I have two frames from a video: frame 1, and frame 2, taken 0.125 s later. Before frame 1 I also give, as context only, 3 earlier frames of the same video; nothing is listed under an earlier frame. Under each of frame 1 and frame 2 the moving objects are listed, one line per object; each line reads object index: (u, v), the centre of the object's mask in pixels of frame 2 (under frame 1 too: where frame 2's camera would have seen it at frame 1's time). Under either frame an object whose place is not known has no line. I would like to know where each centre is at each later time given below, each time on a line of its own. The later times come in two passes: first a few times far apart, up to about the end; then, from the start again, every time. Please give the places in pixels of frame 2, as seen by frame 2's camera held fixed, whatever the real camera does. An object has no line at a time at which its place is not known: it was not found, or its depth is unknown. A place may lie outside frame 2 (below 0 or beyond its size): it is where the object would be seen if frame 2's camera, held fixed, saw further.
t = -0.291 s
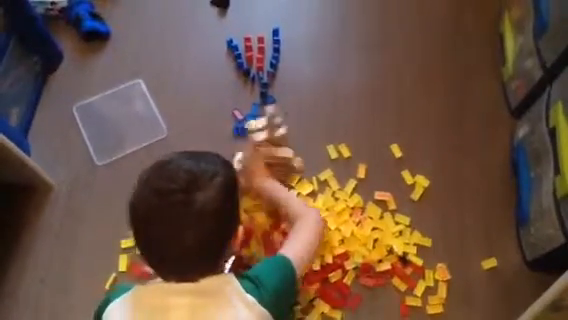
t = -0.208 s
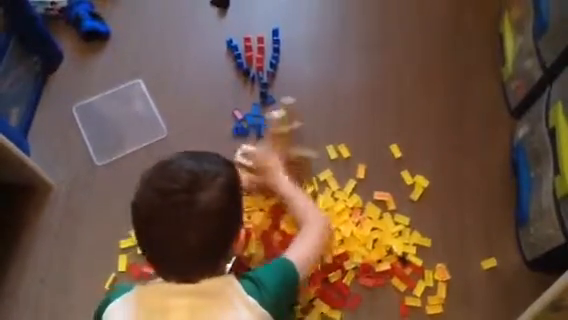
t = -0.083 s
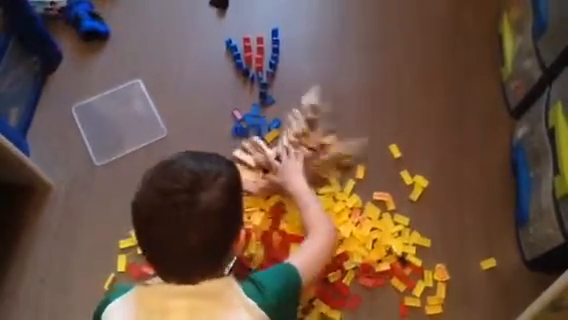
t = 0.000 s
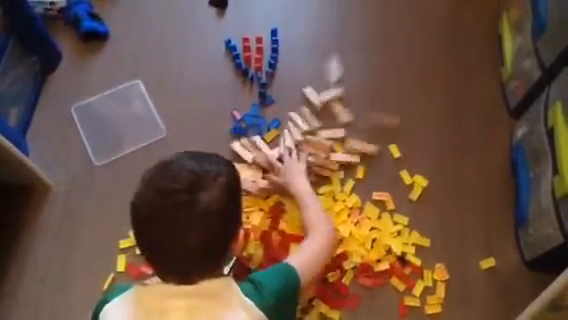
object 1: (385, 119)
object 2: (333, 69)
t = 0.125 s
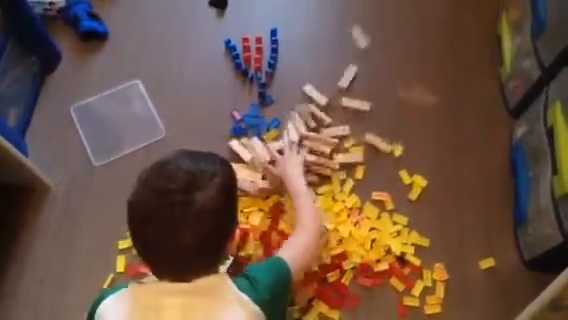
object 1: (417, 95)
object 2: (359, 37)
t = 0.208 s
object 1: (437, 81)
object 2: (371, 21)
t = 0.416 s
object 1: (455, 66)
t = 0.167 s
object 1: (429, 86)
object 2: (365, 28)
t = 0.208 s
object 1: (437, 81)
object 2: (371, 21)
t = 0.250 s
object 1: (443, 76)
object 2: (375, 13)
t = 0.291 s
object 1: (448, 72)
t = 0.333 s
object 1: (449, 69)
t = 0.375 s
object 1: (454, 67)
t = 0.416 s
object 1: (455, 66)
